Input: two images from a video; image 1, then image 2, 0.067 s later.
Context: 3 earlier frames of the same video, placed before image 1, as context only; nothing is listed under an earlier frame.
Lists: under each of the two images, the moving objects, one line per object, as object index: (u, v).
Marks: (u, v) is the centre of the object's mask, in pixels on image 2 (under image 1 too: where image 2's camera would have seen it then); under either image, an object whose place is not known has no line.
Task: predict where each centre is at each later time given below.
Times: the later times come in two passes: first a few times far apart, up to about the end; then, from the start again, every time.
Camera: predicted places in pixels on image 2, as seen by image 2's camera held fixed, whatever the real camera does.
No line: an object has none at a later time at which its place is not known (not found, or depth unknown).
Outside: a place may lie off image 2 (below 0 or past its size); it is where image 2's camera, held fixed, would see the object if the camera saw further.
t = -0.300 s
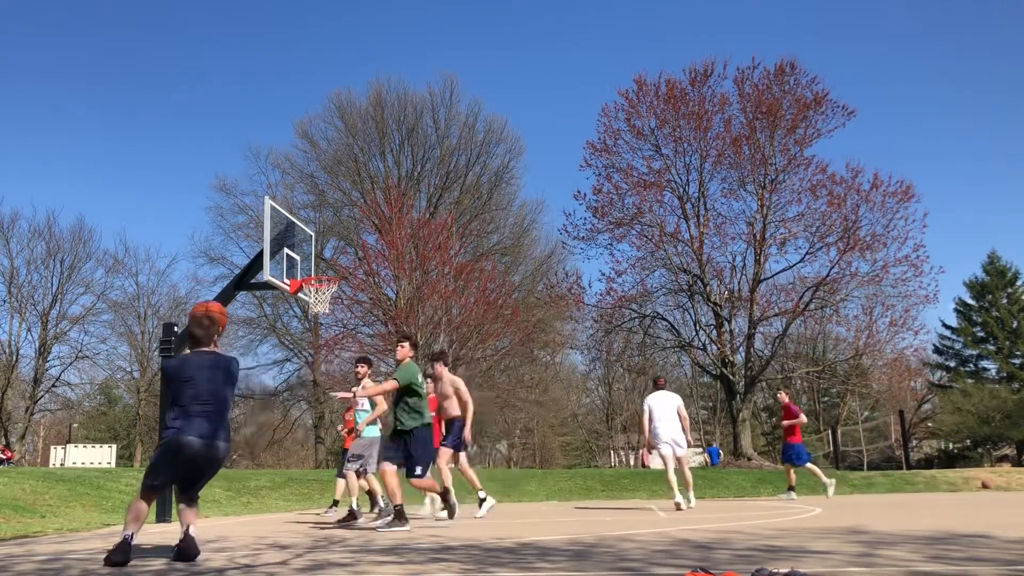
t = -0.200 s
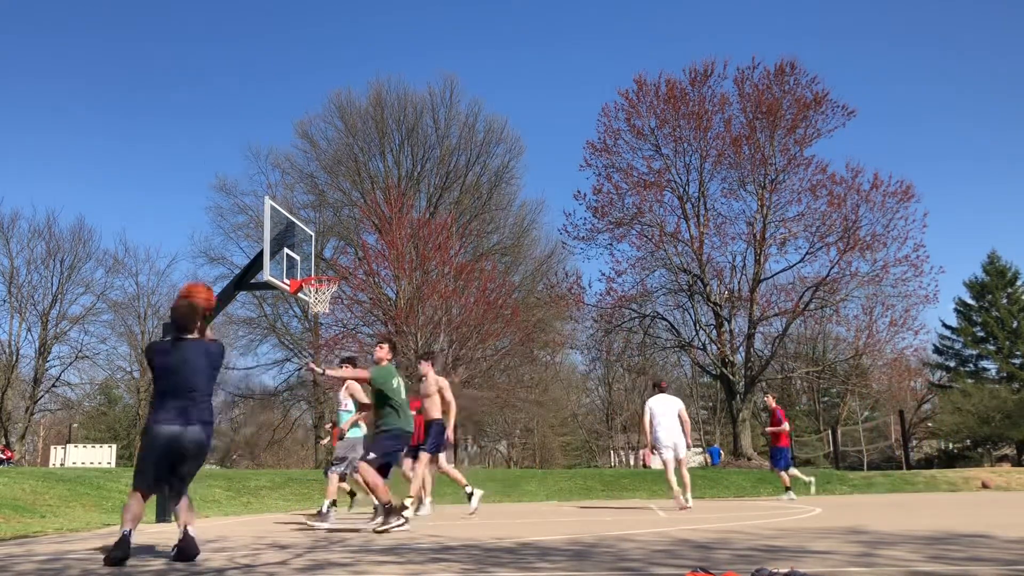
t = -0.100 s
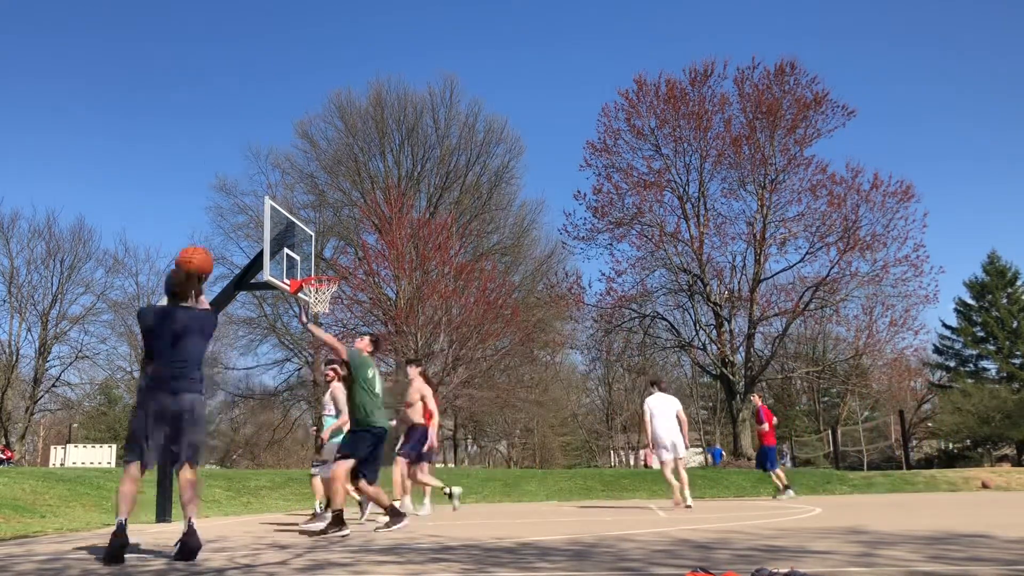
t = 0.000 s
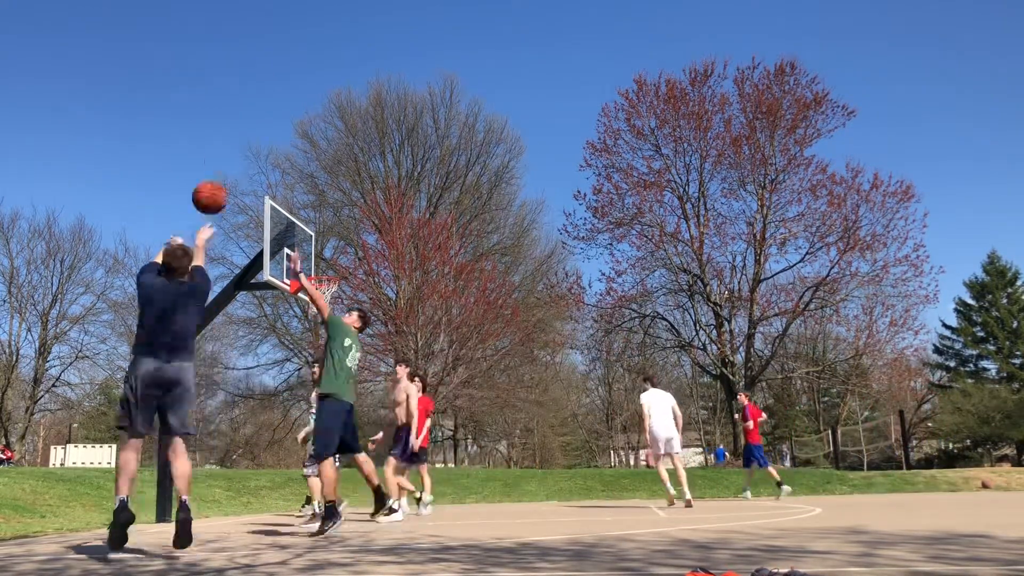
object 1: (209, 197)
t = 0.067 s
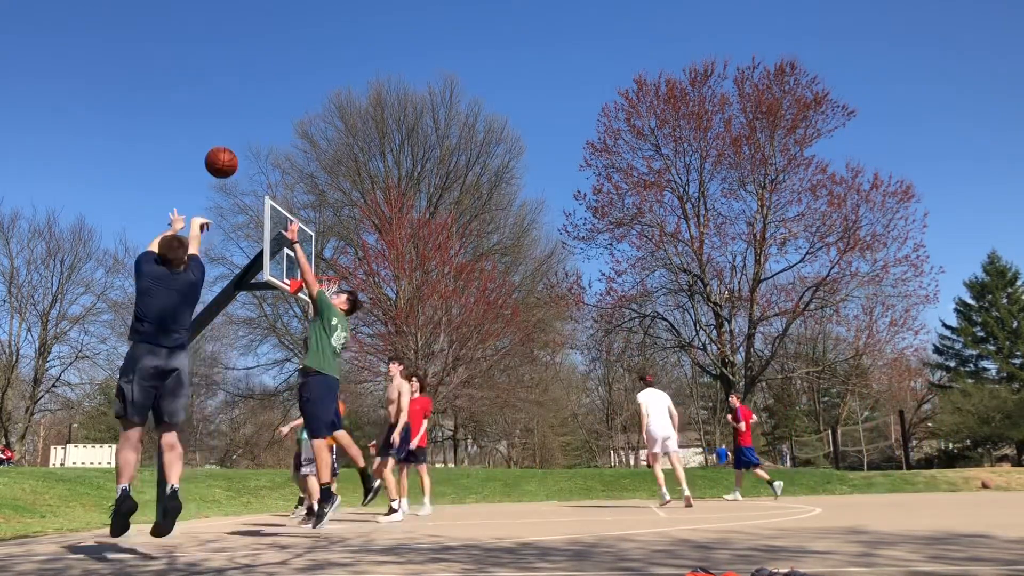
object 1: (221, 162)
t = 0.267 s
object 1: (247, 107)
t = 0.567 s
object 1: (272, 113)
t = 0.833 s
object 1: (286, 176)
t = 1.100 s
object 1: (294, 277)
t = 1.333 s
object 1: (298, 308)
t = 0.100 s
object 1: (226, 148)
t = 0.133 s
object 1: (231, 136)
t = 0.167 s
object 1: (235, 126)
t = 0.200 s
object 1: (240, 118)
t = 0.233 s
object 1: (243, 112)
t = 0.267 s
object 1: (247, 107)
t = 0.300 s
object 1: (251, 103)
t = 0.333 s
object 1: (254, 101)
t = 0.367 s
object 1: (257, 100)
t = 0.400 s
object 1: (260, 100)
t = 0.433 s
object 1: (263, 100)
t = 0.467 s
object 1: (265, 102)
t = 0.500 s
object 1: (268, 105)
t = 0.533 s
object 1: (270, 108)
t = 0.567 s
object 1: (272, 113)
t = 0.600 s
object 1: (274, 119)
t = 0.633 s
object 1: (276, 125)
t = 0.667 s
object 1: (278, 132)
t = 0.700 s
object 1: (280, 139)
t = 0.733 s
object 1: (282, 147)
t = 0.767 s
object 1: (283, 156)
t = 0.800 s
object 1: (284, 166)
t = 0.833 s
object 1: (286, 176)
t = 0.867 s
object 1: (288, 187)
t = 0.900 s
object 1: (288, 198)
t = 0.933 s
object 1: (290, 209)
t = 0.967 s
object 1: (290, 221)
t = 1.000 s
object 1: (292, 234)
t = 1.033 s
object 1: (293, 248)
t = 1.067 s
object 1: (294, 261)
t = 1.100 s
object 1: (294, 277)
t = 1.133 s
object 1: (295, 284)
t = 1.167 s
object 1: (295, 286)
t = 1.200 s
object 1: (295, 287)
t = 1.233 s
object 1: (296, 291)
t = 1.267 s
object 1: (297, 298)
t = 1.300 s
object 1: (297, 302)
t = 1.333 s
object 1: (298, 308)
